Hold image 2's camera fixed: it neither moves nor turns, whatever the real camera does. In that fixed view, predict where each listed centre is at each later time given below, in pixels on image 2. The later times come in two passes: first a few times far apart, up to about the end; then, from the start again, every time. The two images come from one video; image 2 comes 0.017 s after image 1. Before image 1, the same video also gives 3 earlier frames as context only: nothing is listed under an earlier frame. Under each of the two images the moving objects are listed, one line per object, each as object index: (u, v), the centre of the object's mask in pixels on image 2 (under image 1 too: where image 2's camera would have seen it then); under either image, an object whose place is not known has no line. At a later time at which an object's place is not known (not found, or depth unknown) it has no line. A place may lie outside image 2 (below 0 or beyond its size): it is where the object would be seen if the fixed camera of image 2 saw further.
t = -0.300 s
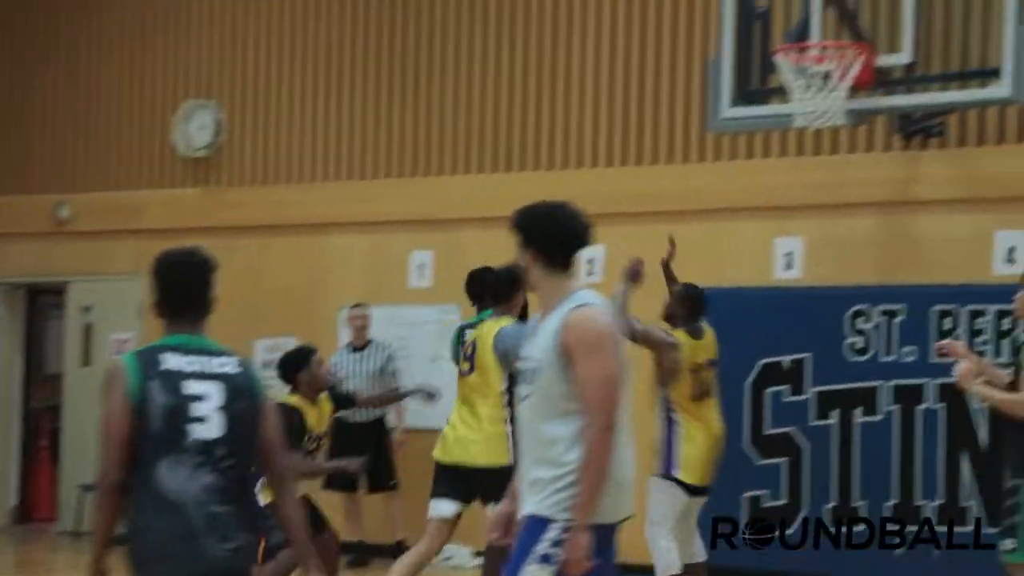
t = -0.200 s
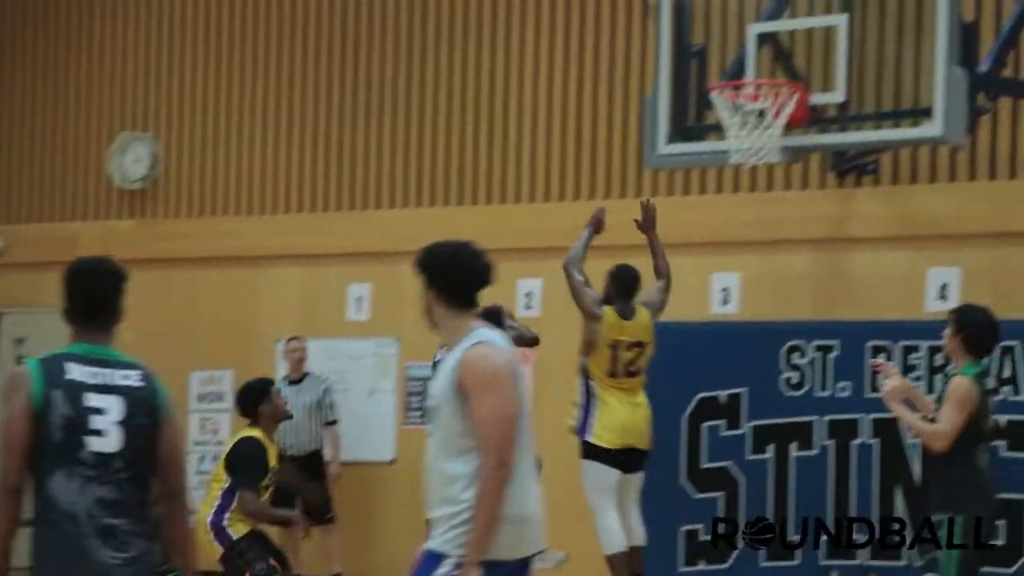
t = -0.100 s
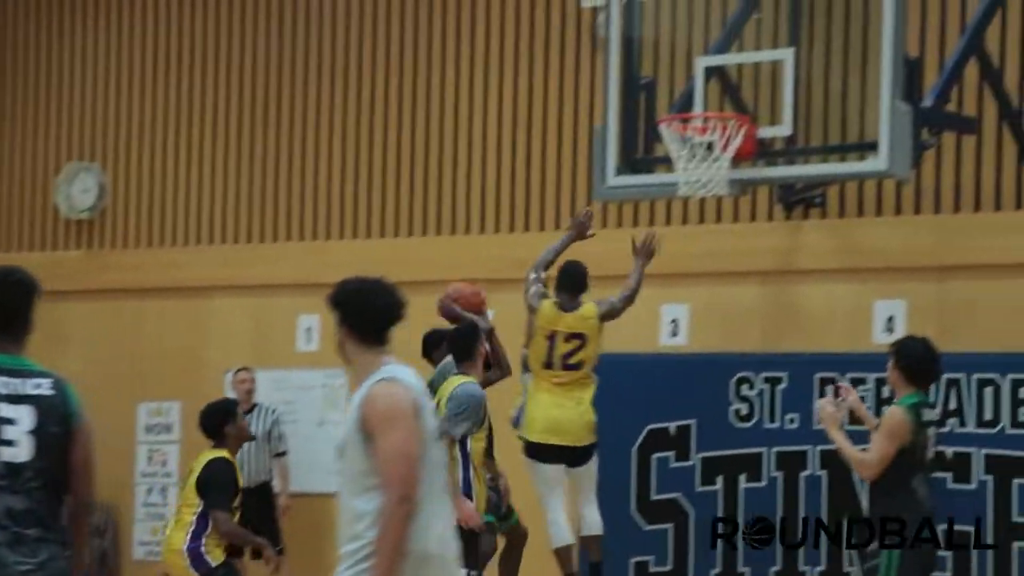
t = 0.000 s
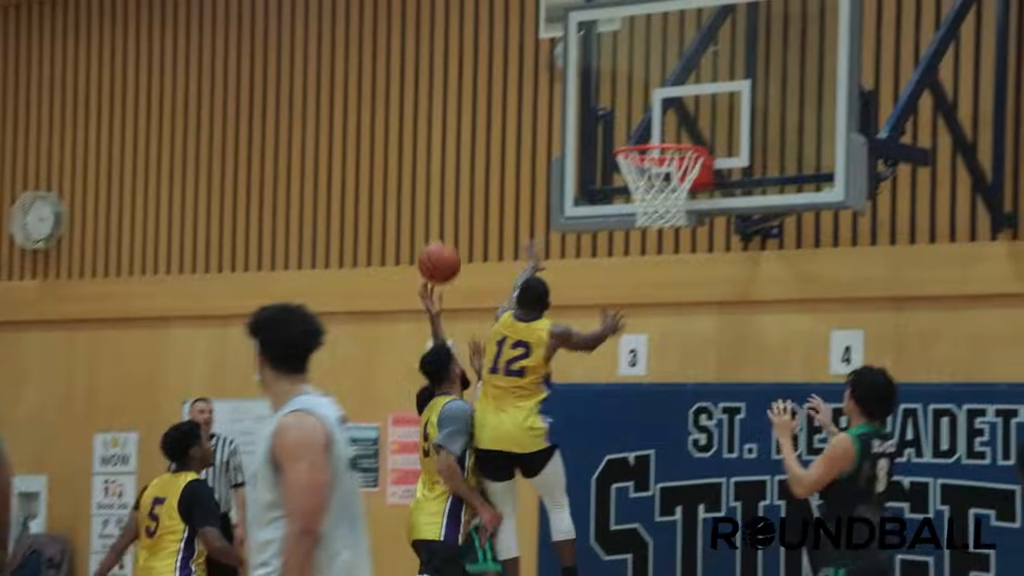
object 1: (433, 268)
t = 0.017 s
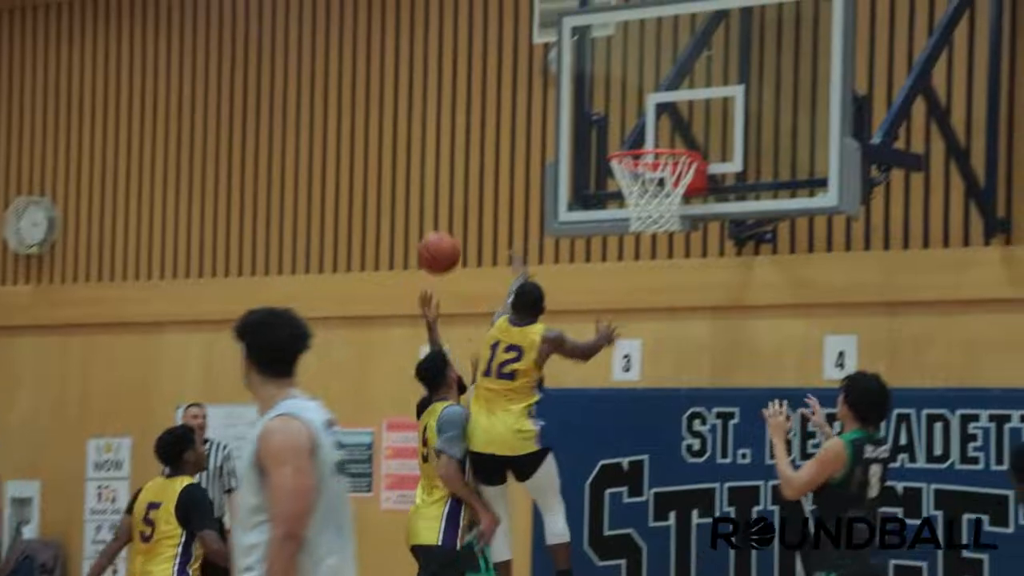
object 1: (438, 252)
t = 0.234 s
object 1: (508, 104)
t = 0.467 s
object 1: (582, 30)
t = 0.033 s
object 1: (443, 239)
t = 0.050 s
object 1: (449, 225)
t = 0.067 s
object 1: (454, 211)
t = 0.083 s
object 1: (460, 199)
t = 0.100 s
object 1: (465, 186)
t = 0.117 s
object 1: (470, 174)
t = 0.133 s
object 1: (477, 163)
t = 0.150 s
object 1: (481, 151)
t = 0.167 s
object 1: (486, 142)
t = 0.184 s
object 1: (493, 131)
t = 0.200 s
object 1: (498, 121)
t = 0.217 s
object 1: (502, 113)
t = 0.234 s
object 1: (508, 104)
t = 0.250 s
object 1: (513, 95)
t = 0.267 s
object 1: (518, 88)
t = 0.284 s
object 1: (525, 80)
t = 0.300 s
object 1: (530, 73)
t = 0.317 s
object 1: (535, 67)
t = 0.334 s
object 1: (540, 61)
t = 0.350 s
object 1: (545, 55)
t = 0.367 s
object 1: (551, 50)
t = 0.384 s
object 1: (556, 46)
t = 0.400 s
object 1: (561, 42)
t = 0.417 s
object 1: (566, 38)
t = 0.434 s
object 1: (572, 35)
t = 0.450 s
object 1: (577, 32)
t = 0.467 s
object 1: (582, 30)
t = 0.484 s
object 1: (588, 28)
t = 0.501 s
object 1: (593, 27)
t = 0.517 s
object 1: (598, 27)
